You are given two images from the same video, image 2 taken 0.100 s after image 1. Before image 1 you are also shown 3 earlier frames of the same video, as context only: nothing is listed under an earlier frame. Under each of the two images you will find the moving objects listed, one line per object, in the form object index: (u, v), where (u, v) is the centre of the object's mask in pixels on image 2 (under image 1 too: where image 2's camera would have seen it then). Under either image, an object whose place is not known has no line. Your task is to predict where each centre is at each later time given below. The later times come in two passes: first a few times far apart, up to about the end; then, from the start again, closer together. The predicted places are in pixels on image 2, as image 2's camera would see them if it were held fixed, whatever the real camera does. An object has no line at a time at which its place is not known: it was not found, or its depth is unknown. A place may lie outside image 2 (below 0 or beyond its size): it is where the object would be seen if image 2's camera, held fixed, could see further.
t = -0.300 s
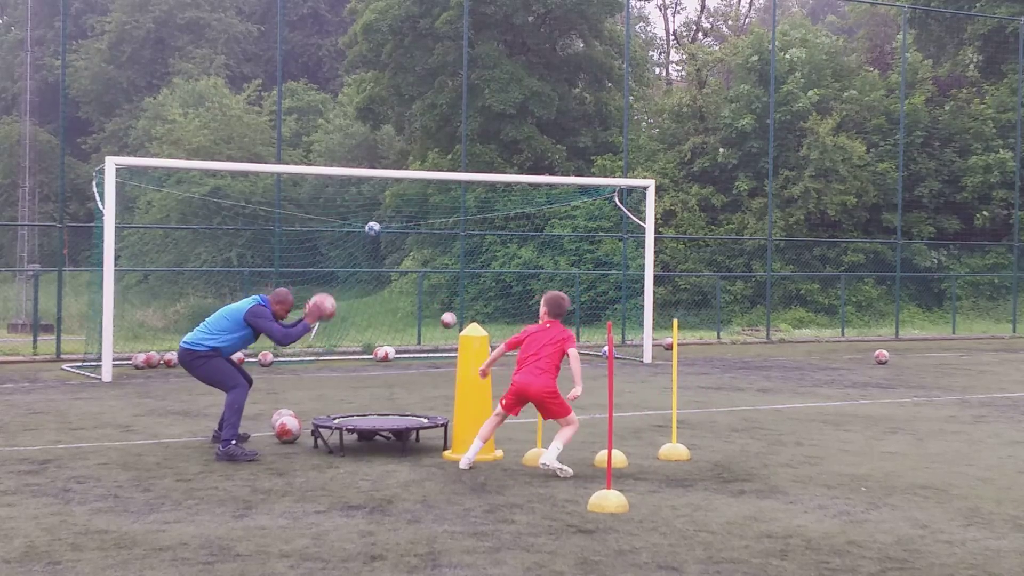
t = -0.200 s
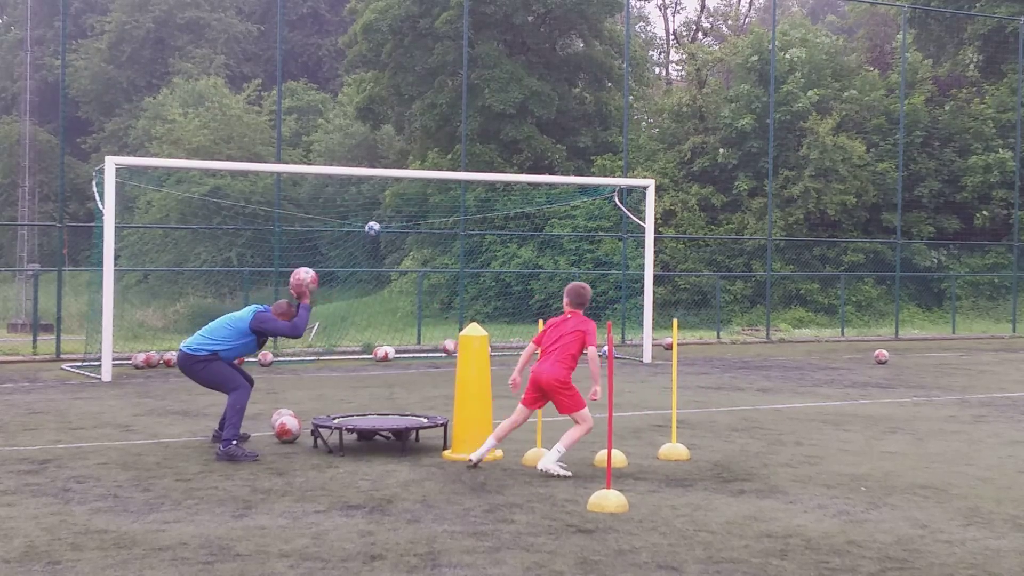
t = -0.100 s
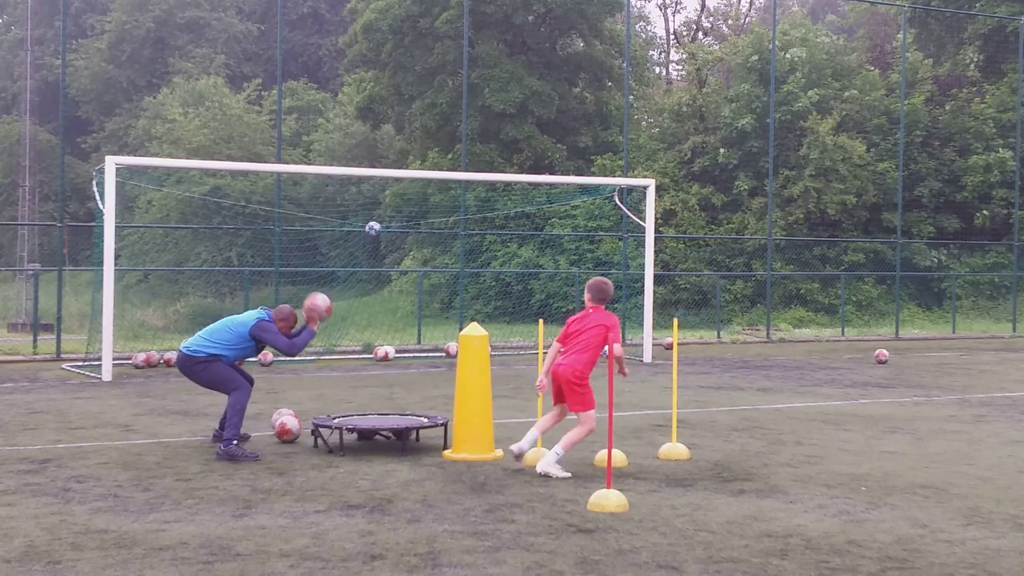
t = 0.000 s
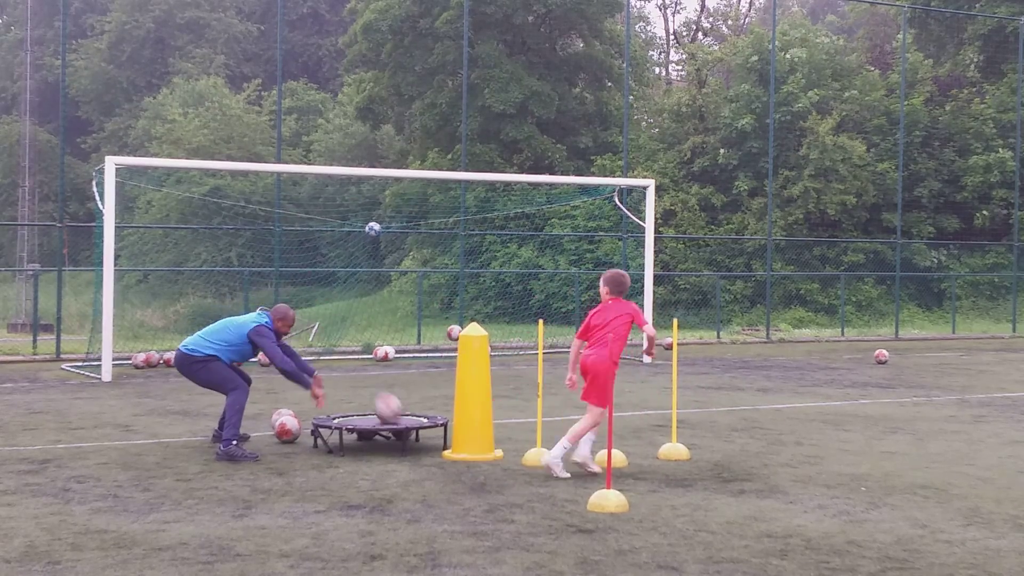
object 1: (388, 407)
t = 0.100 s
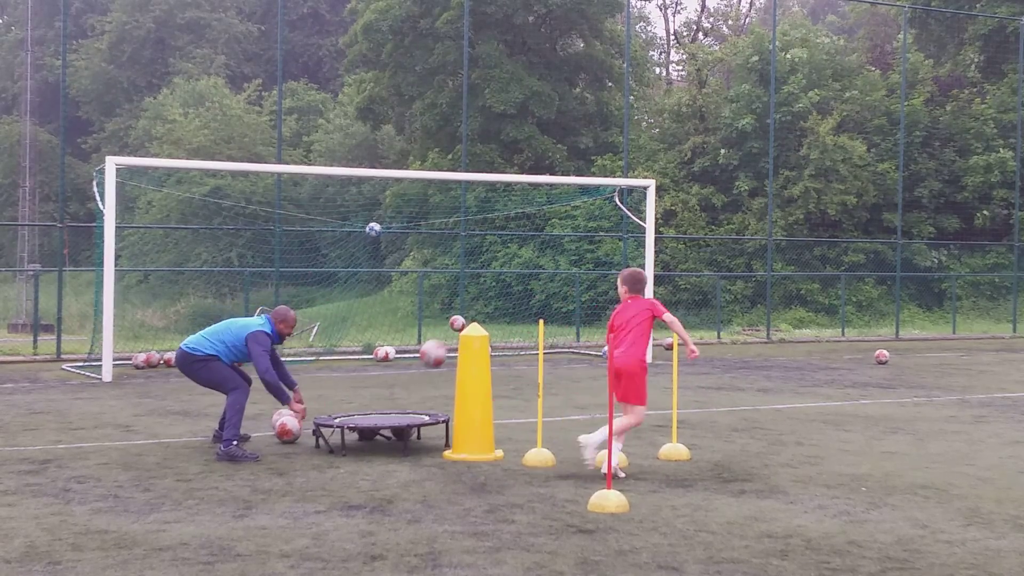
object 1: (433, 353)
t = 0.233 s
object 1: (488, 274)
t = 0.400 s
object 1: (556, 209)
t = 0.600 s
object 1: (633, 178)
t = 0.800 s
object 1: (707, 199)
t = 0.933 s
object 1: (754, 240)
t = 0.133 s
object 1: (447, 331)
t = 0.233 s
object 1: (488, 274)
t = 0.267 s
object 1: (501, 257)
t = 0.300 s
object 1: (515, 243)
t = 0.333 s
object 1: (529, 230)
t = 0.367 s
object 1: (542, 219)
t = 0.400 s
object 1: (556, 209)
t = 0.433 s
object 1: (568, 200)
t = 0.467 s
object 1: (581, 193)
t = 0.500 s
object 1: (594, 187)
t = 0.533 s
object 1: (608, 182)
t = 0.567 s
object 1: (621, 179)
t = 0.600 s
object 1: (633, 178)
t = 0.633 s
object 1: (646, 178)
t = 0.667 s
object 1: (658, 179)
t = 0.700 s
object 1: (670, 182)
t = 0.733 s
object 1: (683, 186)
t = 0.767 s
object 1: (695, 192)
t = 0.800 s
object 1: (707, 199)
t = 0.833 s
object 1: (719, 208)
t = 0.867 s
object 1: (731, 217)
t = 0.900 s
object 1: (742, 226)
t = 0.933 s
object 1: (754, 240)
